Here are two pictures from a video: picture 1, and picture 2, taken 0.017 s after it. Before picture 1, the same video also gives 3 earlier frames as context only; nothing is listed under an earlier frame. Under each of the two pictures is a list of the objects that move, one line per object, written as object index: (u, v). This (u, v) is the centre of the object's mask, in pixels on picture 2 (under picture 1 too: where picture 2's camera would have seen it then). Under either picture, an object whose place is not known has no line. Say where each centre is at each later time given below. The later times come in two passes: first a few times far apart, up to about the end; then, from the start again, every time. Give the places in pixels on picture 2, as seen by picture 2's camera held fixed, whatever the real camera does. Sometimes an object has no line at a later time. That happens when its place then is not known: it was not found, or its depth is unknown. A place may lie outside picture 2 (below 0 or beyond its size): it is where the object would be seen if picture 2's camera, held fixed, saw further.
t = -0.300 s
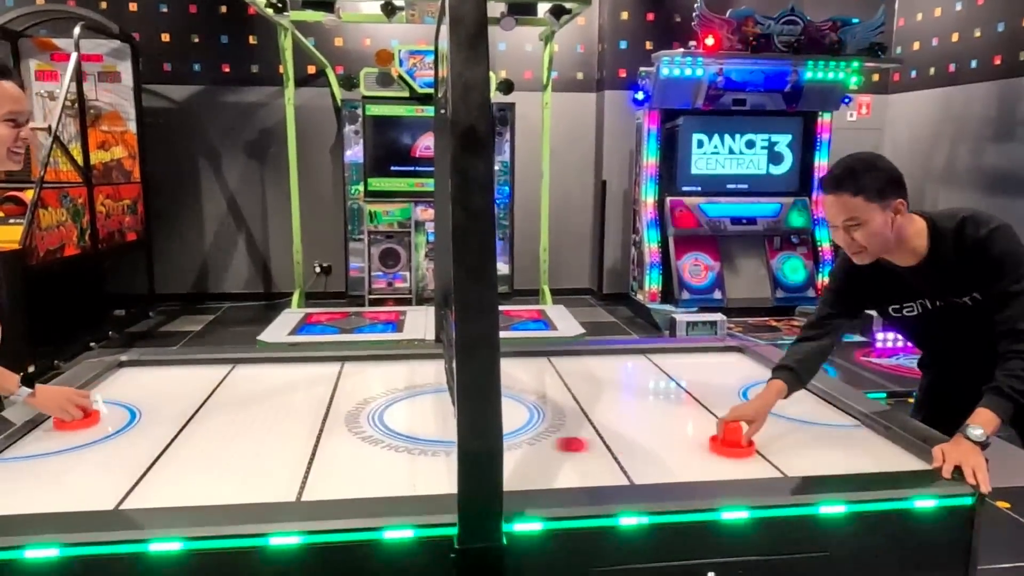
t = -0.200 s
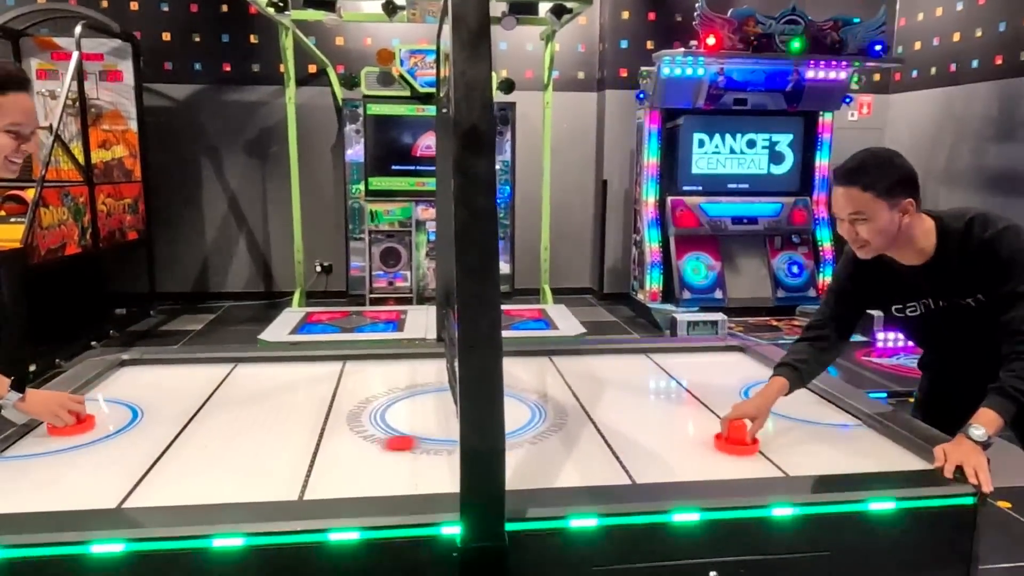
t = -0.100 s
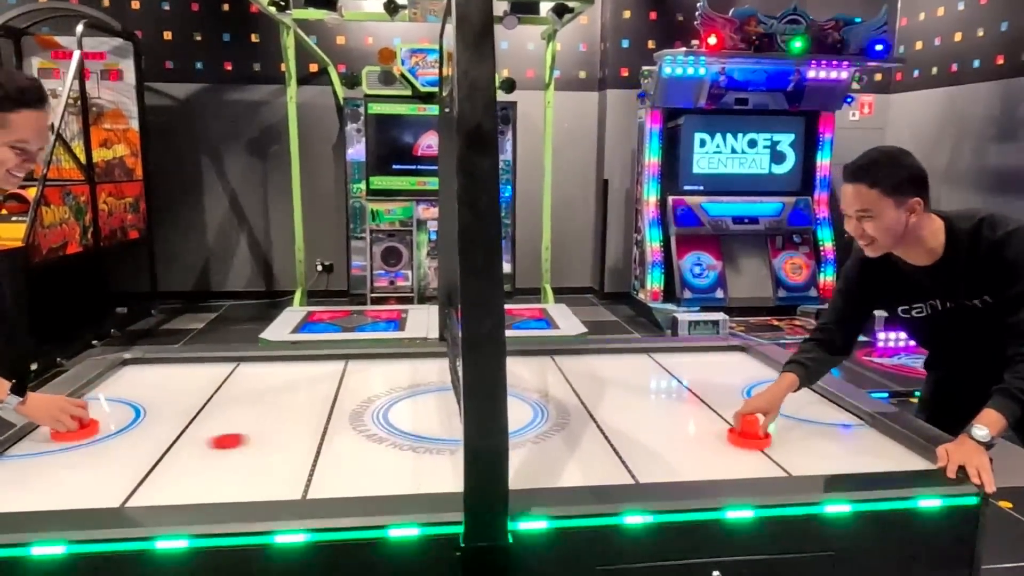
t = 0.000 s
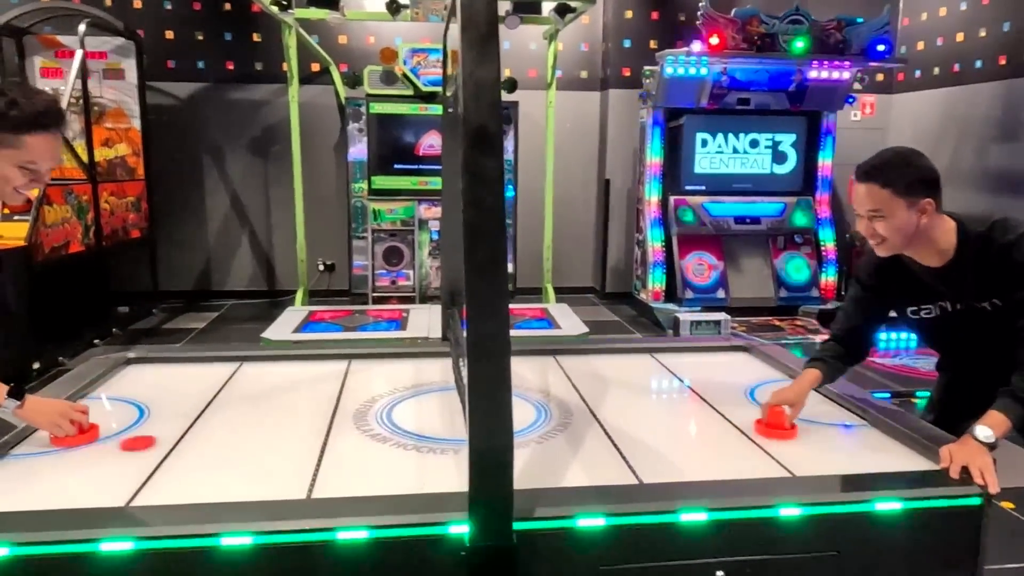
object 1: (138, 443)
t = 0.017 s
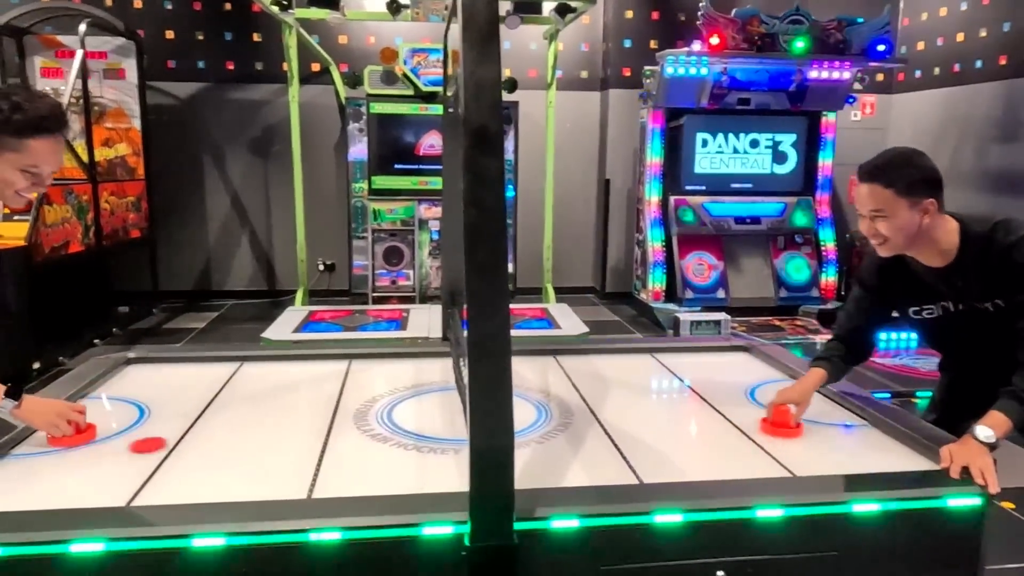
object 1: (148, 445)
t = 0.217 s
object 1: (271, 470)
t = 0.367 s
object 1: (376, 489)
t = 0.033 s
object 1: (158, 447)
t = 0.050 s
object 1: (168, 449)
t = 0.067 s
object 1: (177, 451)
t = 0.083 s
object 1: (187, 453)
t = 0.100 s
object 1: (198, 455)
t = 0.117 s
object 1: (208, 457)
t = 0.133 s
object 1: (218, 460)
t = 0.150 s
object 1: (228, 462)
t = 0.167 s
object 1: (239, 464)
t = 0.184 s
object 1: (249, 466)
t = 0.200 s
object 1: (260, 468)
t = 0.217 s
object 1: (271, 470)
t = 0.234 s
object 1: (282, 473)
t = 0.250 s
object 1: (294, 475)
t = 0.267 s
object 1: (306, 477)
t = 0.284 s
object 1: (317, 479)
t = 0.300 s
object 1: (328, 482)
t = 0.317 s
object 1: (341, 484)
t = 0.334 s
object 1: (352, 486)
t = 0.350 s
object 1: (365, 488)
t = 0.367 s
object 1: (376, 489)
